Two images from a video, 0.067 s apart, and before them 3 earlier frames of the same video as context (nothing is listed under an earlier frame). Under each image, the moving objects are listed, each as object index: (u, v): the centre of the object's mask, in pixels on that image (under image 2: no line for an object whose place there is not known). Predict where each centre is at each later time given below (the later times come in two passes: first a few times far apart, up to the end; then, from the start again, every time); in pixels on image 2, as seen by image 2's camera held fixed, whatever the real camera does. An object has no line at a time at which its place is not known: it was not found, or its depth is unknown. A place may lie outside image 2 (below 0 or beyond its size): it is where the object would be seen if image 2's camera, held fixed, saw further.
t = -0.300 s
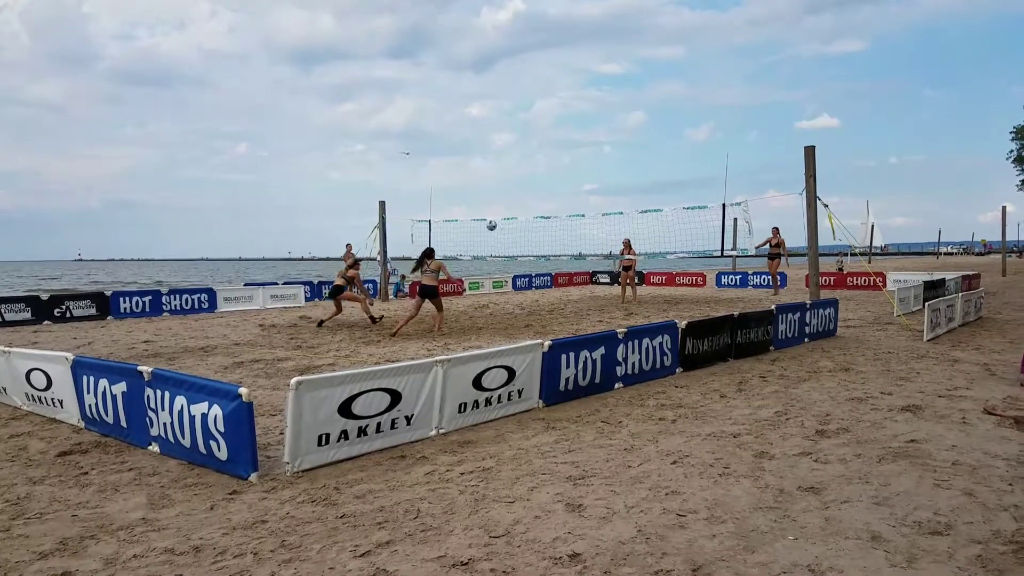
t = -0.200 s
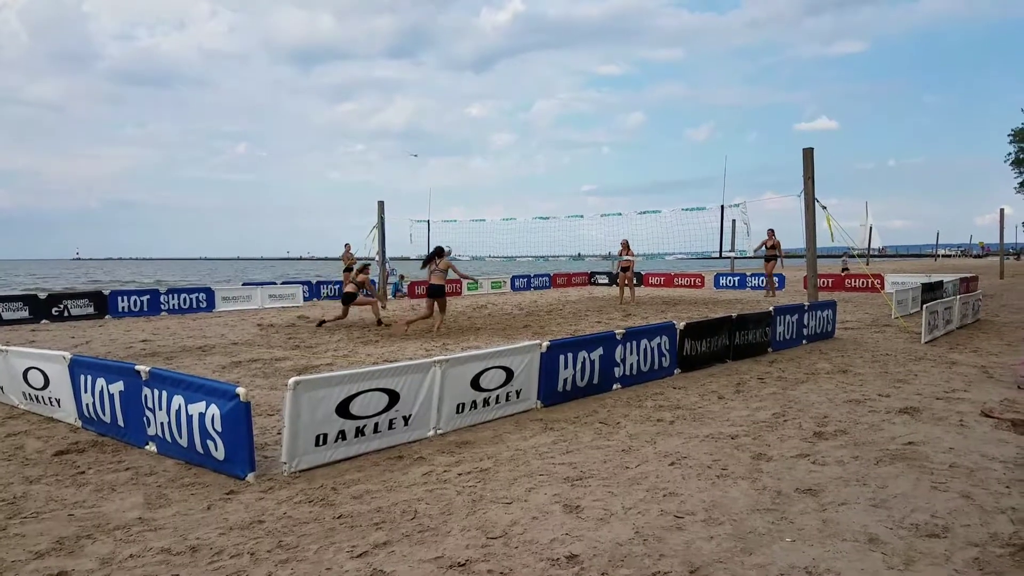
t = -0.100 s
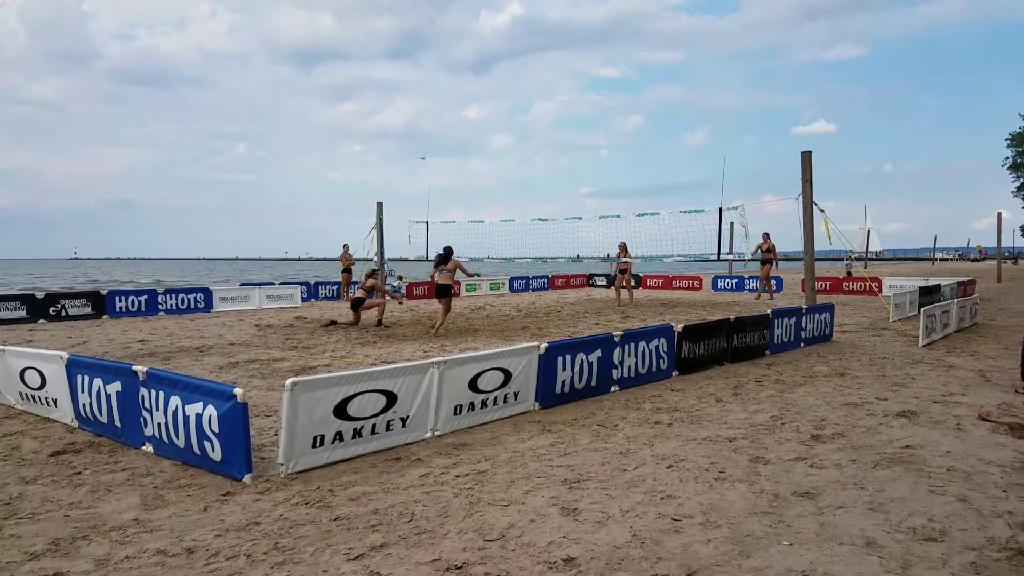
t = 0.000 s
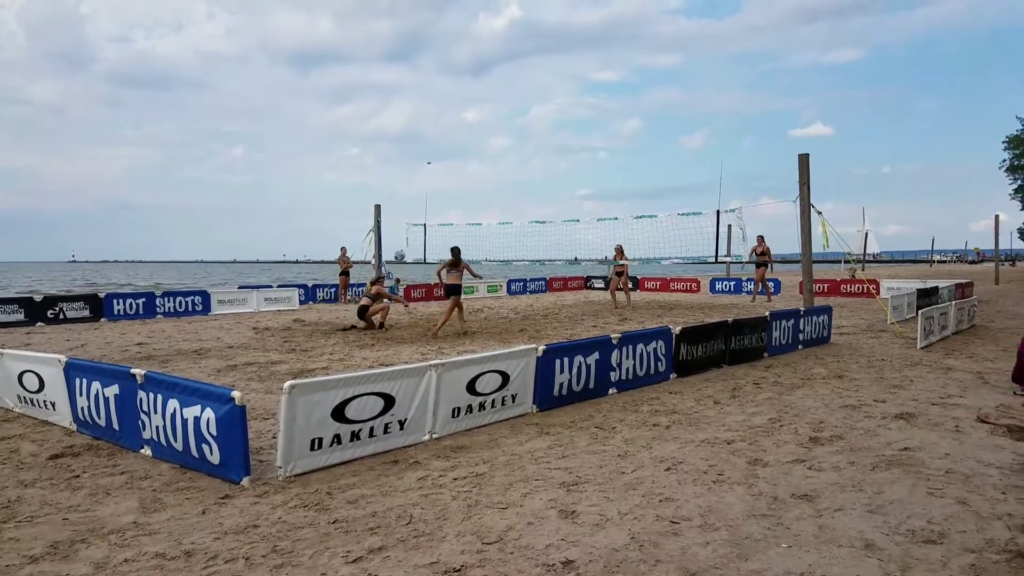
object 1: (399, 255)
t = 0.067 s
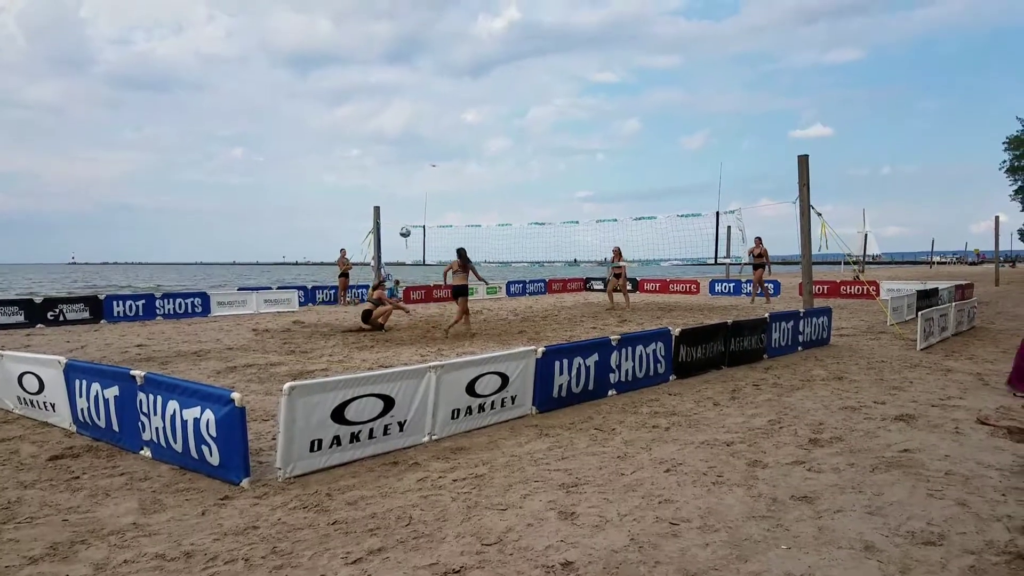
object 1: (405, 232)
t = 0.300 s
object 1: (425, 165)
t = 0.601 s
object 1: (445, 118)
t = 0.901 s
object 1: (463, 116)
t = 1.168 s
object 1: (478, 149)
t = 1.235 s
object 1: (481, 163)
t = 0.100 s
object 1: (408, 221)
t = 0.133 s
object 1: (411, 210)
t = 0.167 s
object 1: (414, 200)
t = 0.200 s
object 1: (416, 190)
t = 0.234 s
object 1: (419, 181)
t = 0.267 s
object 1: (422, 173)
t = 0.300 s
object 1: (425, 165)
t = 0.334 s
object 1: (427, 157)
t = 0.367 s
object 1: (429, 150)
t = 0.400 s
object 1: (432, 144)
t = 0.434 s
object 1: (434, 138)
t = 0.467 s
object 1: (437, 133)
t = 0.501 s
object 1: (439, 129)
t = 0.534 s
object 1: (441, 124)
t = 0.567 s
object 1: (443, 121)
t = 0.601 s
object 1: (445, 118)
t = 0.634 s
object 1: (447, 115)
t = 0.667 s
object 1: (449, 113)
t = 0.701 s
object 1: (451, 112)
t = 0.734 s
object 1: (453, 112)
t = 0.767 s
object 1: (455, 111)
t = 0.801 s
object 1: (457, 112)
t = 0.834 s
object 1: (459, 112)
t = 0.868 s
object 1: (461, 114)
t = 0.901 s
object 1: (463, 116)
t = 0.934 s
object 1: (465, 118)
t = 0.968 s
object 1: (466, 121)
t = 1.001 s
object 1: (468, 125)
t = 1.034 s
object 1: (470, 128)
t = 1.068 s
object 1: (471, 133)
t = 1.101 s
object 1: (473, 138)
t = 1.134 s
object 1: (476, 144)
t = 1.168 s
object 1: (478, 149)
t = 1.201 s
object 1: (479, 156)
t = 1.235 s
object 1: (481, 163)
